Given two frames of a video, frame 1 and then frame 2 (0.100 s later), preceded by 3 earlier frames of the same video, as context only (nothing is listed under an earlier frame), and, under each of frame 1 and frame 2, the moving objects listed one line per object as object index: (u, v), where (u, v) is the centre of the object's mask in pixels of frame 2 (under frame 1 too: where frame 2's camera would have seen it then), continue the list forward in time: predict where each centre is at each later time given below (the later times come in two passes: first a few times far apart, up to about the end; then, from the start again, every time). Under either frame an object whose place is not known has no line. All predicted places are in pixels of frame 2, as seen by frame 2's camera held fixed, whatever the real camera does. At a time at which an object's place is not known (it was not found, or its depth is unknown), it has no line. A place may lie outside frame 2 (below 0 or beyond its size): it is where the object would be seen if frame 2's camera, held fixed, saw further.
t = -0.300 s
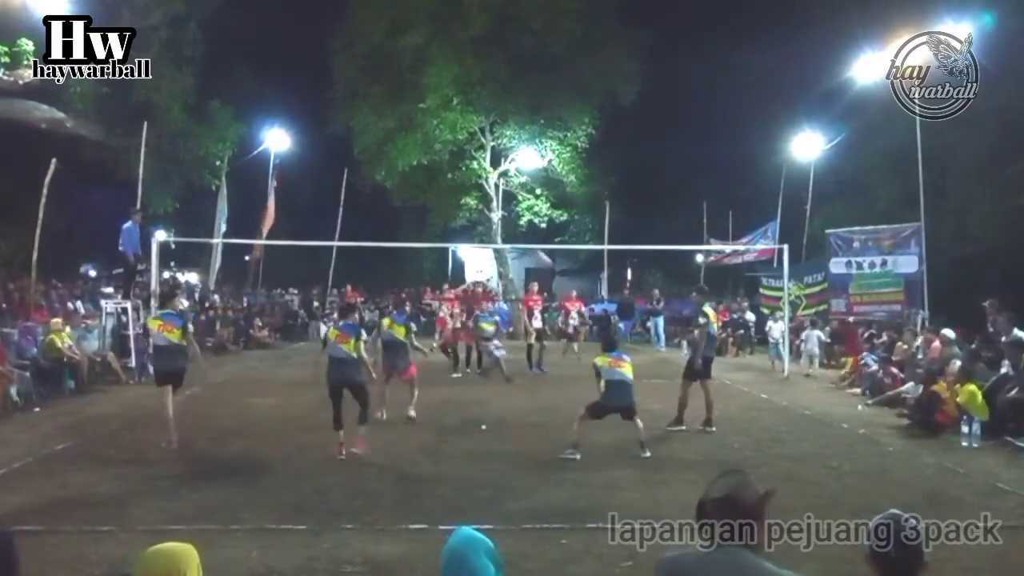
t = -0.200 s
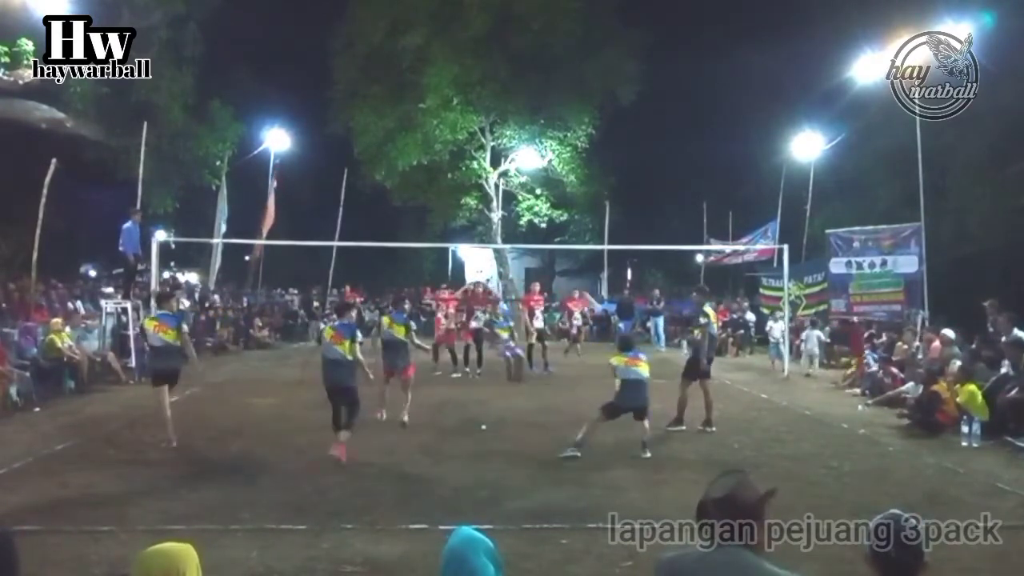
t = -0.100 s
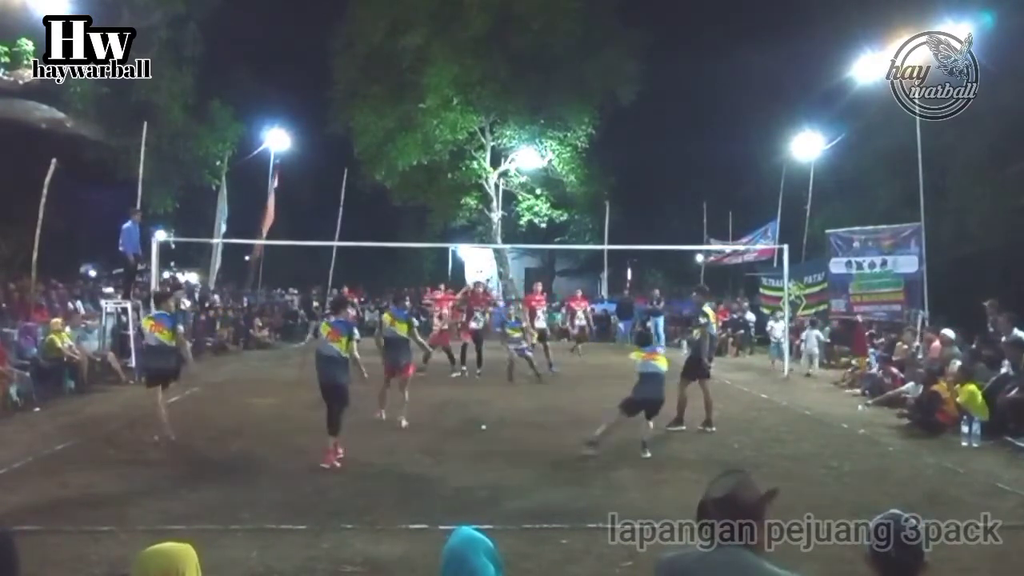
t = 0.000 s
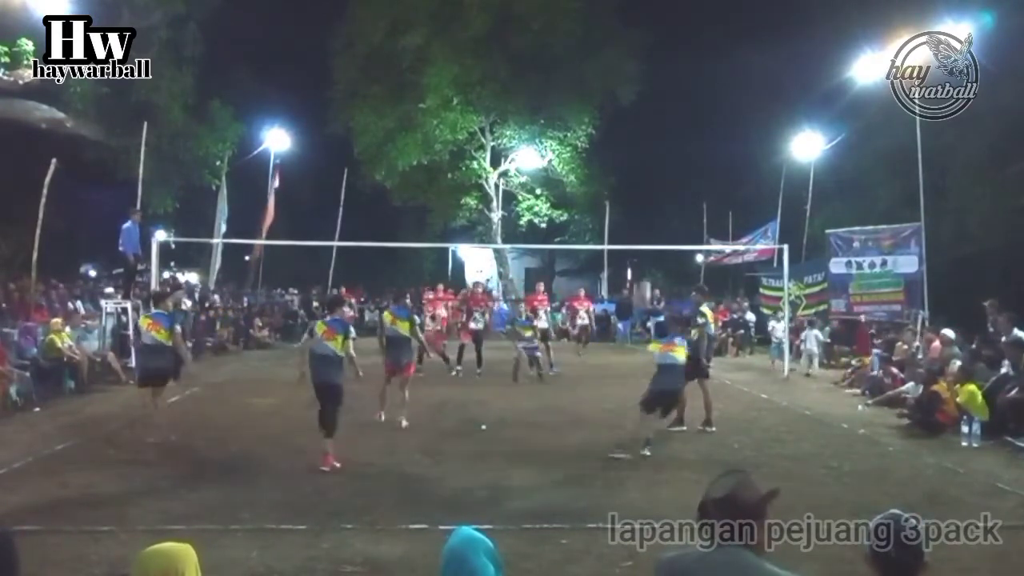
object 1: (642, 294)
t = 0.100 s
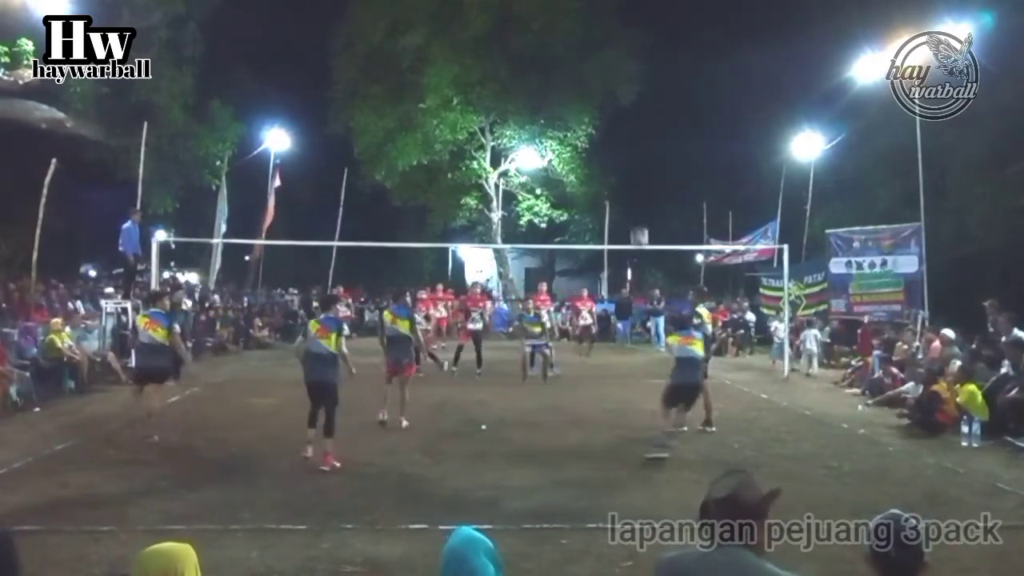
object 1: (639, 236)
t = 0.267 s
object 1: (635, 173)
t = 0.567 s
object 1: (627, 123)
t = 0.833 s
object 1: (620, 133)
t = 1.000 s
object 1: (615, 162)
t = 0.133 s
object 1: (639, 223)
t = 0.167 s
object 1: (638, 209)
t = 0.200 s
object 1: (637, 196)
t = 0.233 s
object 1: (636, 184)
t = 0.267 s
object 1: (635, 173)
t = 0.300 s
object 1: (634, 164)
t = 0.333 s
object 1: (634, 156)
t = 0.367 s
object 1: (633, 149)
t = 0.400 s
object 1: (631, 142)
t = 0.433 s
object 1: (630, 137)
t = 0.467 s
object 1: (630, 131)
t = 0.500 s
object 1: (629, 127)
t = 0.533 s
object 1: (628, 124)
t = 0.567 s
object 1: (627, 123)
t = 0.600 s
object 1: (626, 121)
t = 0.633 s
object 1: (625, 121)
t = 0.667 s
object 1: (624, 121)
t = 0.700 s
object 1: (623, 122)
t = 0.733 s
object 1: (623, 123)
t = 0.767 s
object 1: (622, 126)
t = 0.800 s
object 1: (621, 129)
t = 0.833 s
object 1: (620, 133)
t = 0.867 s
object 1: (619, 138)
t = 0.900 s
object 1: (618, 143)
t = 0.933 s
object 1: (617, 149)
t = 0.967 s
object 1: (616, 156)
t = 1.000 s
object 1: (615, 162)
